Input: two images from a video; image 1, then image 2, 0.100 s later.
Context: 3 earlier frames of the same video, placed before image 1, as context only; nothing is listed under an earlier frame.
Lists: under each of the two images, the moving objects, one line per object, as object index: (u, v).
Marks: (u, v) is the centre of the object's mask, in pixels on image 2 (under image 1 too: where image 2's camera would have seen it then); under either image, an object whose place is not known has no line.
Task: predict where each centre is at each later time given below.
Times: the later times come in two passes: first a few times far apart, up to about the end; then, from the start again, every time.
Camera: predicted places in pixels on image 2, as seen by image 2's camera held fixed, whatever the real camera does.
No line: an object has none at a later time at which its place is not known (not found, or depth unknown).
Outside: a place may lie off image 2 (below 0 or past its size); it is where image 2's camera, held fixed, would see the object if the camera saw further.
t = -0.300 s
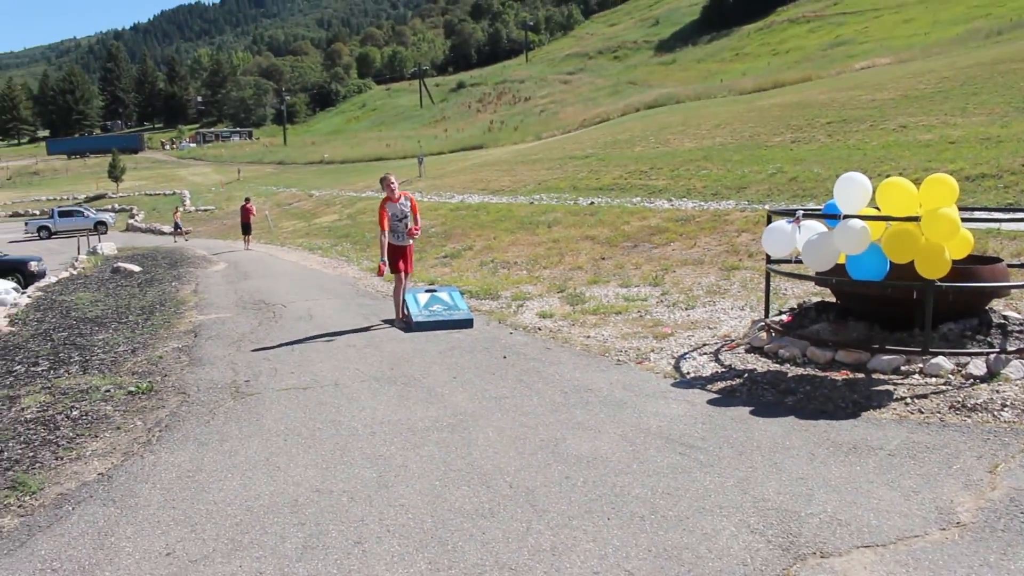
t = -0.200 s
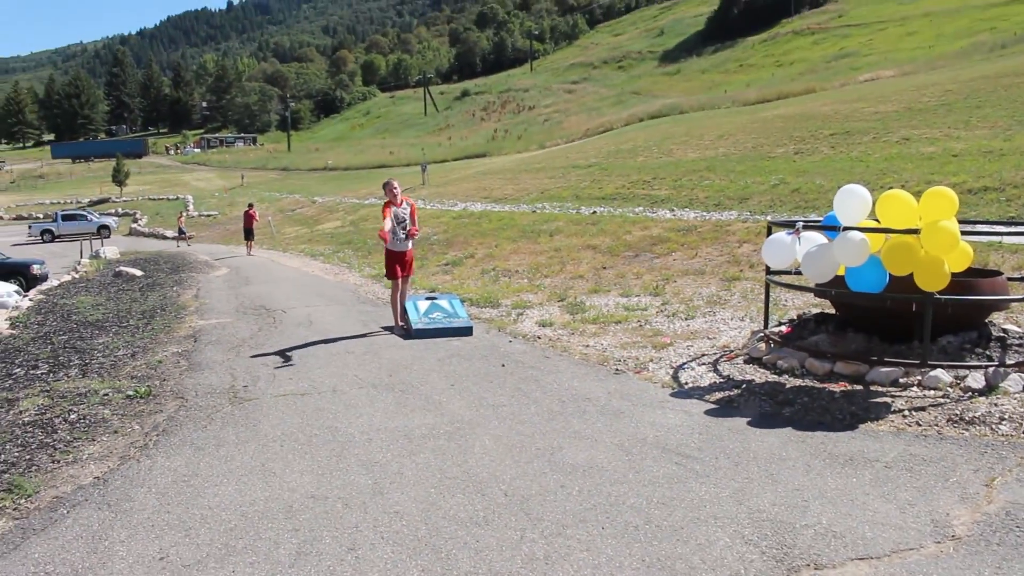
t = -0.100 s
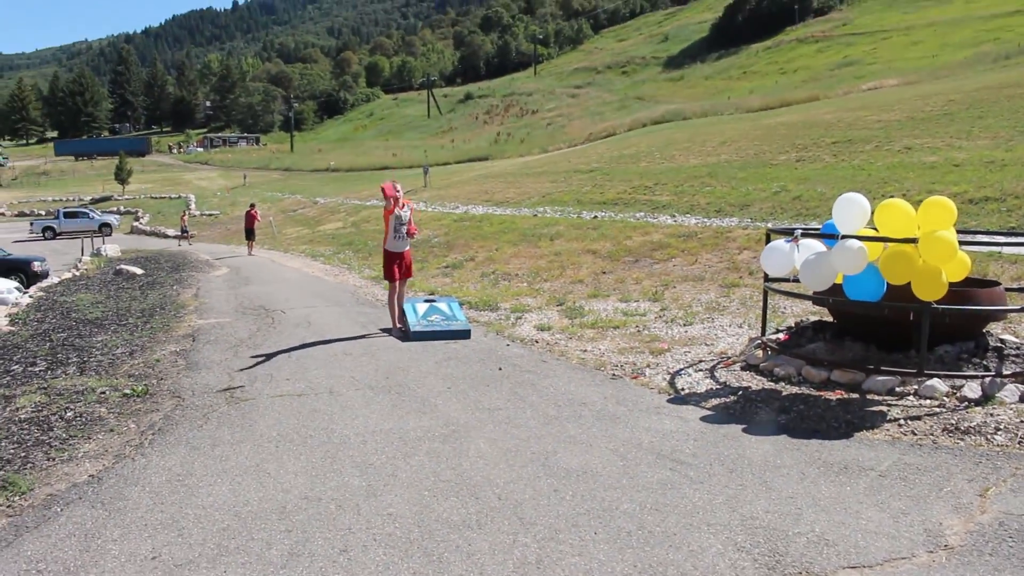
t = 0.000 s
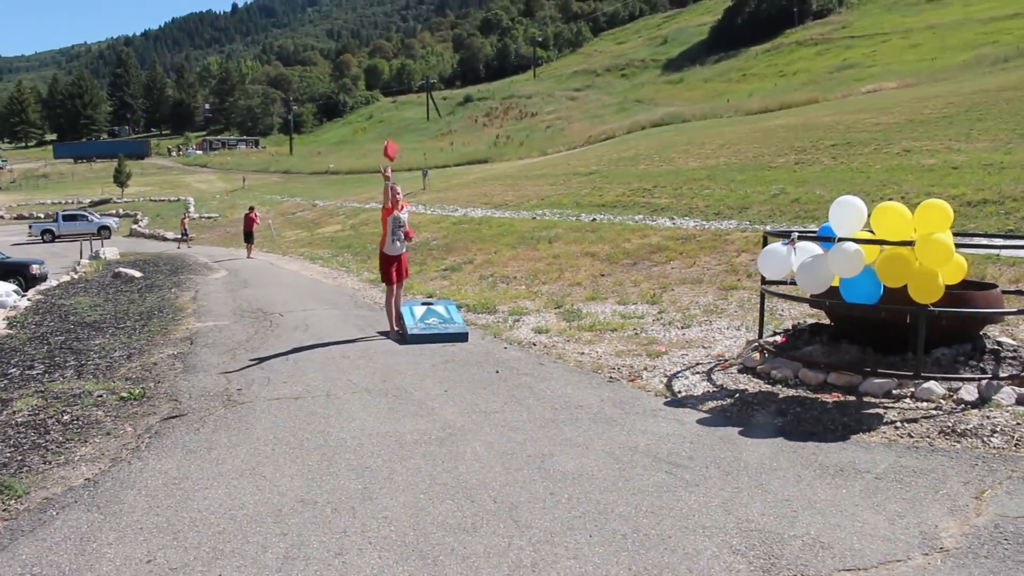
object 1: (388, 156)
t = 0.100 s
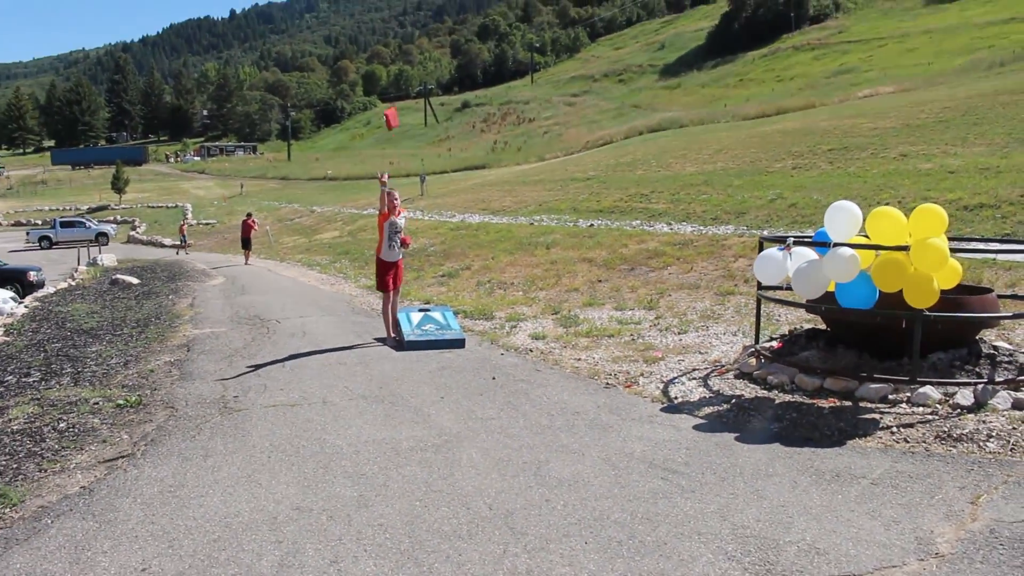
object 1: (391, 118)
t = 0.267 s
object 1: (399, 73)
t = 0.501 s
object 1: (415, 75)
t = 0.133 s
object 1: (393, 107)
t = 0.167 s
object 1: (393, 97)
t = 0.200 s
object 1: (395, 89)
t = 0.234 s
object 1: (397, 80)
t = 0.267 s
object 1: (399, 73)
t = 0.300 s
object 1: (401, 68)
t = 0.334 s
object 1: (403, 64)
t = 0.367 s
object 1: (405, 61)
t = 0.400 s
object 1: (407, 61)
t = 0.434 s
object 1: (409, 61)
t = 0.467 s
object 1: (411, 67)
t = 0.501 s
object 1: (415, 75)
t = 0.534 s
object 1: (419, 85)
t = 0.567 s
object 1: (422, 98)
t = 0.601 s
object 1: (427, 115)
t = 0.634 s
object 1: (431, 138)
